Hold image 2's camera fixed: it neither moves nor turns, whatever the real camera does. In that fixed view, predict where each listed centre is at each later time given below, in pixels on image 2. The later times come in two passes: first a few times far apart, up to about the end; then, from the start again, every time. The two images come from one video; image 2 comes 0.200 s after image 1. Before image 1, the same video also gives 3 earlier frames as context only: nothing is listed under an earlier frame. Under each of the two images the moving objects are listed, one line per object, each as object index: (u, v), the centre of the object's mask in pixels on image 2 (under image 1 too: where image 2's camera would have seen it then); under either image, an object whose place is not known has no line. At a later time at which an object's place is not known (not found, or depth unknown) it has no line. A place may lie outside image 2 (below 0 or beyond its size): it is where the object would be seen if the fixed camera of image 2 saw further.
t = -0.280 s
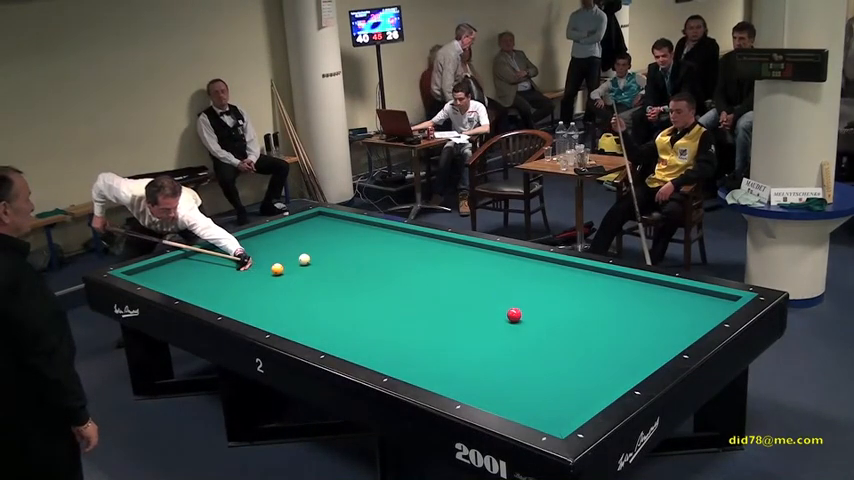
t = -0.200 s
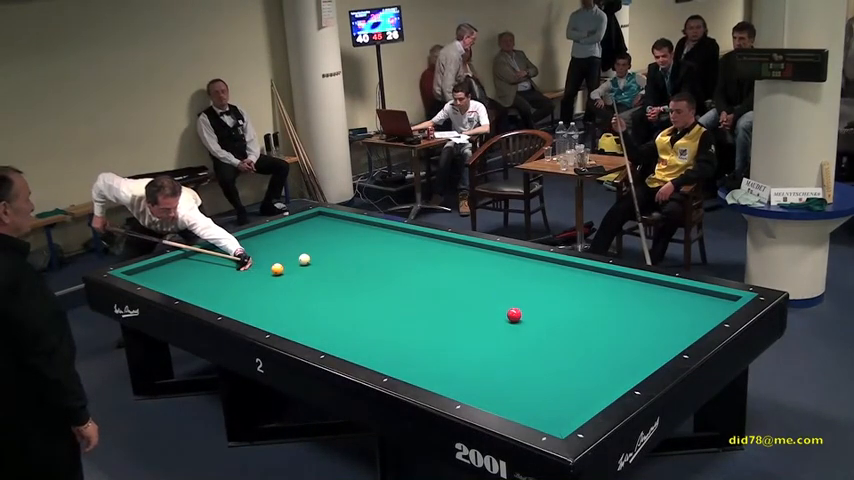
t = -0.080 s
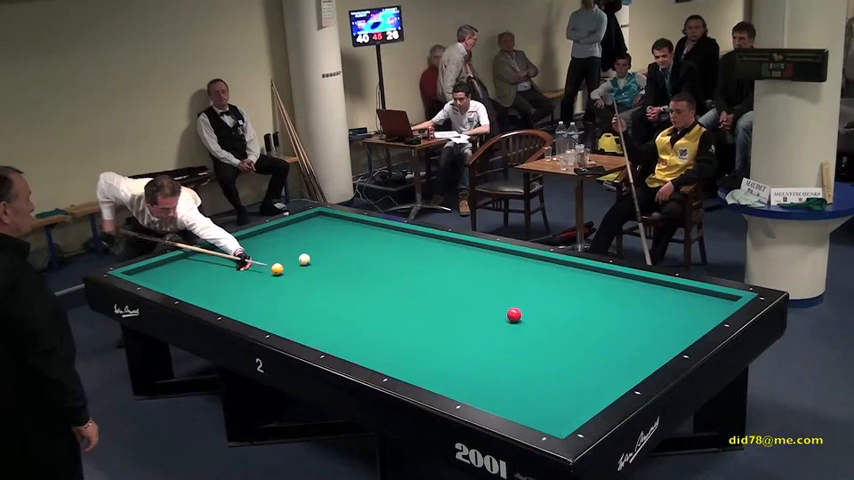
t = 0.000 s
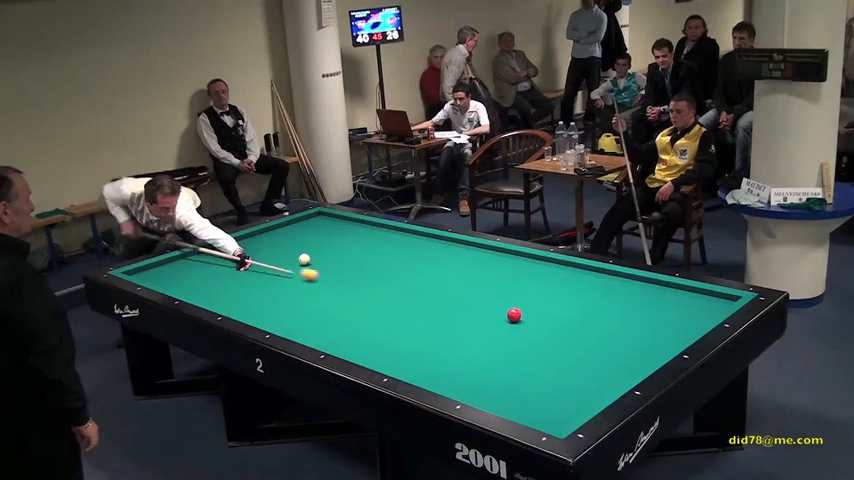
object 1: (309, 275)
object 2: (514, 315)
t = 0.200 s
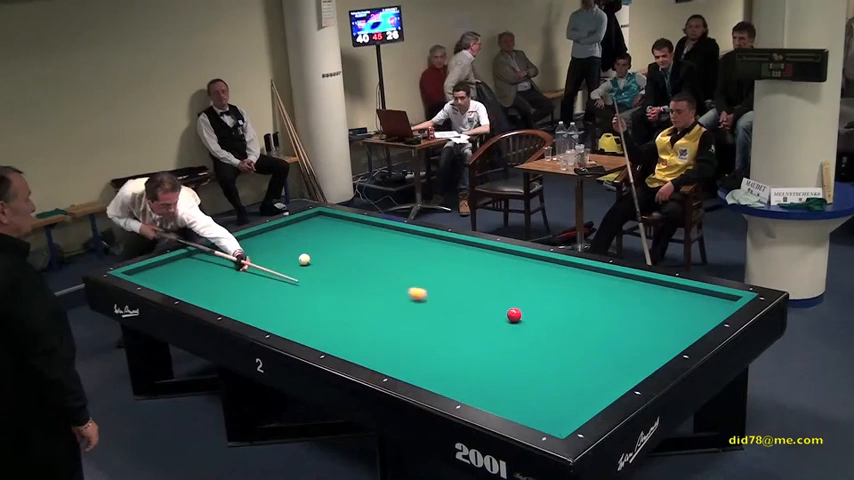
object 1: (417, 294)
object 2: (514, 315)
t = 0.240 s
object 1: (441, 298)
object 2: (514, 315)
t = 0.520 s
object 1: (565, 300)
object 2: (574, 350)
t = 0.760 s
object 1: (653, 292)
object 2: (580, 372)
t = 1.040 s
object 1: (717, 307)
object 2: (493, 357)
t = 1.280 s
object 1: (669, 315)
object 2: (430, 347)
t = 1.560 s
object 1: (611, 322)
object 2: (363, 337)
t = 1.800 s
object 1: (562, 328)
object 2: (311, 328)
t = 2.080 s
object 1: (504, 335)
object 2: (256, 317)
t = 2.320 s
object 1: (454, 341)
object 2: (234, 306)
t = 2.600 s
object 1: (396, 349)
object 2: (209, 293)
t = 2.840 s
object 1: (353, 350)
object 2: (190, 283)
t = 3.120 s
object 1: (349, 334)
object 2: (171, 272)
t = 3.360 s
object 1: (346, 321)
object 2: (157, 264)
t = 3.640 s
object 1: (343, 307)
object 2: (182, 265)
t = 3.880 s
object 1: (340, 296)
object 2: (203, 266)
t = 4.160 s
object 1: (338, 285)
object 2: (227, 267)
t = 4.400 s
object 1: (336, 276)
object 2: (247, 268)
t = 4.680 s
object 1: (333, 266)
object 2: (271, 269)
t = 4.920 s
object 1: (331, 259)
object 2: (291, 270)
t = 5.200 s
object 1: (330, 250)
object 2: (314, 271)
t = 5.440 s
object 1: (328, 244)
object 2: (334, 272)
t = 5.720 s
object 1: (327, 237)
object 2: (357, 273)
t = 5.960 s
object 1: (325, 232)
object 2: (377, 274)
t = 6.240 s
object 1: (324, 226)
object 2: (399, 276)
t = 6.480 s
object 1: (322, 221)
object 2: (418, 276)
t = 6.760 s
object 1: (321, 216)
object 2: (439, 277)
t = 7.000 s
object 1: (317, 213)
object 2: (457, 278)
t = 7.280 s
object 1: (317, 215)
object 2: (479, 279)
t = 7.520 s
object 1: (317, 217)
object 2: (495, 280)
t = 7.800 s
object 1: (317, 219)
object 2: (515, 281)
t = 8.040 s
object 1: (318, 221)
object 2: (532, 281)
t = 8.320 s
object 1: (318, 222)
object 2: (551, 282)
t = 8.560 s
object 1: (318, 223)
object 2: (567, 283)
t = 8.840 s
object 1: (318, 225)
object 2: (584, 284)
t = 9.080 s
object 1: (318, 226)
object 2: (599, 284)
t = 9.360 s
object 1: (318, 227)
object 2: (615, 285)
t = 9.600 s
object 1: (318, 228)
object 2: (630, 286)
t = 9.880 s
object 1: (318, 229)
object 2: (645, 286)
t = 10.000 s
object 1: (318, 230)
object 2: (651, 286)
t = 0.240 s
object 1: (441, 298)
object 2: (514, 315)
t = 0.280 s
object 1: (465, 303)
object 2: (514, 315)
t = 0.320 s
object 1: (490, 307)
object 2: (514, 315)
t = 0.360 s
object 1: (511, 308)
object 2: (519, 318)
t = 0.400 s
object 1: (524, 307)
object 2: (532, 325)
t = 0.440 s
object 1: (538, 304)
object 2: (546, 333)
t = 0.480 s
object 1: (551, 302)
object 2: (560, 341)
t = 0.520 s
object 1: (565, 300)
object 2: (574, 350)
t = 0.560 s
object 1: (578, 299)
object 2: (589, 359)
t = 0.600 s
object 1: (593, 297)
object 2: (604, 367)
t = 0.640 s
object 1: (607, 296)
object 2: (618, 376)
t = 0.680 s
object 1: (622, 295)
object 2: (613, 377)
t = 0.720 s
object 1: (637, 293)
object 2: (596, 375)
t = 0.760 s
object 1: (653, 292)
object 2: (580, 372)
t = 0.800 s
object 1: (669, 291)
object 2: (565, 369)
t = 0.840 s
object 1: (685, 290)
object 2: (552, 367)
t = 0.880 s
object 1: (697, 291)
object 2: (539, 364)
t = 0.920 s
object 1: (701, 296)
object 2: (527, 363)
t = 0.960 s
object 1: (706, 300)
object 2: (516, 361)
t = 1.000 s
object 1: (711, 304)
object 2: (504, 359)
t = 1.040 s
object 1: (717, 307)
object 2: (493, 357)
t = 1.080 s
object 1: (713, 309)
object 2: (482, 355)
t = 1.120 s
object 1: (703, 310)
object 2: (472, 354)
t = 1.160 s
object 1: (694, 312)
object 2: (461, 352)
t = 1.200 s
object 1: (685, 313)
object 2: (451, 350)
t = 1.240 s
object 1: (677, 313)
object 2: (440, 349)
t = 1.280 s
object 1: (669, 315)
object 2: (430, 347)
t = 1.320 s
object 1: (661, 316)
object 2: (421, 346)
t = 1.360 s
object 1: (653, 317)
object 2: (411, 344)
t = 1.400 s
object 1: (645, 318)
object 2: (401, 343)
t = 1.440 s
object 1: (636, 319)
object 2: (392, 341)
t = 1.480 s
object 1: (628, 320)
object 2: (382, 340)
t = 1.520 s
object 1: (620, 321)
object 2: (373, 338)
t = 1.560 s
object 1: (611, 322)
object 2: (363, 337)
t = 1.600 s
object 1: (603, 322)
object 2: (355, 335)
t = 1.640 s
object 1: (595, 324)
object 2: (346, 334)
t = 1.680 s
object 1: (587, 325)
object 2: (337, 333)
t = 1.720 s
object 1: (578, 326)
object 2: (328, 331)
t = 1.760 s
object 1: (570, 327)
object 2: (320, 330)
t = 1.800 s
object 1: (562, 328)
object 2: (311, 328)
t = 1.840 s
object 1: (553, 329)
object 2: (303, 327)
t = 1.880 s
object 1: (545, 330)
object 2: (295, 325)
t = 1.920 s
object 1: (537, 331)
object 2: (287, 324)
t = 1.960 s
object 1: (529, 332)
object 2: (279, 322)
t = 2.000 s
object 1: (521, 333)
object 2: (271, 321)
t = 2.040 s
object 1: (512, 334)
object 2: (263, 319)
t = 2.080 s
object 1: (504, 335)
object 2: (256, 317)
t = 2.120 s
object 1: (495, 336)
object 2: (253, 315)
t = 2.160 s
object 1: (487, 337)
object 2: (249, 313)
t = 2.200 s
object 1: (479, 338)
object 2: (245, 311)
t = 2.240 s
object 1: (471, 339)
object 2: (241, 310)
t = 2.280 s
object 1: (462, 340)
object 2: (237, 308)
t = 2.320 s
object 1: (454, 341)
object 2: (234, 306)
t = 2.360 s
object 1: (446, 342)
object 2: (230, 304)
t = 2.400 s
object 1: (437, 344)
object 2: (226, 302)
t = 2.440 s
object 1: (429, 344)
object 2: (223, 301)
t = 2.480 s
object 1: (421, 345)
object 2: (220, 299)
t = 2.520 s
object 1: (412, 347)
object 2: (216, 297)
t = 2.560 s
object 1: (405, 348)
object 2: (213, 295)
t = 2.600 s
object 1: (396, 349)
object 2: (209, 293)
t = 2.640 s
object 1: (388, 349)
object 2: (206, 291)
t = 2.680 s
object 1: (379, 351)
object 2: (203, 290)
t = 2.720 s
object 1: (371, 352)
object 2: (200, 288)
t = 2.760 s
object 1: (363, 352)
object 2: (197, 286)
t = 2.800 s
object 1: (355, 351)
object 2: (193, 285)
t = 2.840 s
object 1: (353, 350)
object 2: (190, 283)
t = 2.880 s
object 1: (353, 348)
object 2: (187, 281)
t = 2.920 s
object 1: (352, 346)
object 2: (185, 279)
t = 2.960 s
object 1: (352, 343)
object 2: (182, 278)
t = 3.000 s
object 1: (351, 341)
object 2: (179, 276)
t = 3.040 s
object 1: (351, 339)
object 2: (176, 275)
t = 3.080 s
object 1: (350, 336)
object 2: (174, 274)
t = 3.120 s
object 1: (349, 334)
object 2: (171, 272)
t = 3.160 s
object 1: (349, 332)
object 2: (168, 270)
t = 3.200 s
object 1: (348, 329)
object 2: (165, 269)
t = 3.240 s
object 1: (348, 327)
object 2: (163, 267)
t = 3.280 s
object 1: (347, 325)
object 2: (161, 266)
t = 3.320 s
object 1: (347, 323)
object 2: (158, 265)
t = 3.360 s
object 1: (346, 321)
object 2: (157, 264)
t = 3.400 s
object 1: (346, 319)
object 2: (161, 264)
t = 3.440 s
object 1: (345, 317)
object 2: (164, 264)
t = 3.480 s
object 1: (344, 315)
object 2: (168, 264)
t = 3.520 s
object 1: (344, 313)
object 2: (172, 264)
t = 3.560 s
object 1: (344, 311)
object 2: (175, 264)
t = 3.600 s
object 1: (343, 309)
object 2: (178, 265)
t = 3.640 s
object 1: (343, 307)
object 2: (182, 265)
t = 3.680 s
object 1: (342, 305)
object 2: (185, 265)
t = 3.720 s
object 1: (342, 304)
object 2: (189, 266)
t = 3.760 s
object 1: (342, 302)
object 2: (193, 266)
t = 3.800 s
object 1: (341, 300)
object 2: (196, 266)
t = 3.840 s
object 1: (341, 298)
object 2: (200, 266)
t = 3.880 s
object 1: (340, 296)
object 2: (203, 266)
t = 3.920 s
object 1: (340, 295)
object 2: (206, 266)
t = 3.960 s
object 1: (340, 293)
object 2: (209, 266)
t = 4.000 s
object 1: (339, 291)
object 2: (214, 267)
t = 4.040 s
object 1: (339, 290)
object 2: (216, 267)
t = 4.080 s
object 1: (338, 288)
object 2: (220, 267)
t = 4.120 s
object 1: (338, 287)
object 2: (224, 267)
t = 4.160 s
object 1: (338, 285)
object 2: (227, 267)
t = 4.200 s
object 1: (337, 283)
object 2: (231, 267)
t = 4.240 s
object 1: (337, 282)
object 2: (234, 267)
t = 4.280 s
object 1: (336, 280)
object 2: (237, 268)
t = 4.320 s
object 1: (336, 279)
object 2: (241, 268)
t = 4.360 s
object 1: (336, 277)
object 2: (244, 268)
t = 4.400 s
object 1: (336, 276)
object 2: (247, 268)
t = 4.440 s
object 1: (335, 274)
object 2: (250, 268)
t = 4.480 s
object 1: (335, 273)
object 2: (254, 269)
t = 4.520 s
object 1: (335, 272)
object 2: (258, 269)
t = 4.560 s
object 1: (334, 270)
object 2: (261, 269)
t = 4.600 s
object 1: (334, 269)
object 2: (264, 269)
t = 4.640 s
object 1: (334, 267)
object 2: (268, 269)
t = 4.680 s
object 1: (333, 266)
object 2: (271, 269)
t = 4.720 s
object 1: (333, 265)
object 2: (274, 269)
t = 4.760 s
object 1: (333, 264)
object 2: (277, 270)
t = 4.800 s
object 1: (332, 262)
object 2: (281, 270)
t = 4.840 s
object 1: (332, 261)
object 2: (284, 270)
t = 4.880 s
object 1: (332, 260)
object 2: (288, 270)
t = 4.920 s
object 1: (331, 259)
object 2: (291, 270)
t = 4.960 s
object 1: (331, 257)
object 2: (294, 270)
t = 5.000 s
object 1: (331, 256)
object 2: (297, 271)
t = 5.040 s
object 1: (331, 255)
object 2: (301, 271)
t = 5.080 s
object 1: (331, 254)
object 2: (304, 271)
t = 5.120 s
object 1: (330, 253)
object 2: (308, 271)
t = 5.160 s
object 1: (330, 252)
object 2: (311, 271)
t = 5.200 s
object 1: (330, 250)
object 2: (314, 271)
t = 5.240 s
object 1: (329, 249)
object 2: (318, 271)
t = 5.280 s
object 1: (329, 248)
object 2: (321, 272)
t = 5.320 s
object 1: (329, 247)
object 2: (324, 272)
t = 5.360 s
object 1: (329, 246)
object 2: (327, 272)
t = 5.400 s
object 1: (328, 245)
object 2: (331, 272)
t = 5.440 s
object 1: (328, 244)
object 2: (334, 272)
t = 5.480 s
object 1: (328, 243)
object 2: (338, 273)
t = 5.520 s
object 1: (328, 242)
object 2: (341, 273)
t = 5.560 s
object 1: (327, 241)
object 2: (344, 273)
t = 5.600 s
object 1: (327, 240)
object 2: (348, 273)
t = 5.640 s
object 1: (327, 239)
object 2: (351, 273)
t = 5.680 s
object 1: (327, 238)
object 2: (354, 273)
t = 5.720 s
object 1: (327, 237)
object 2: (357, 273)
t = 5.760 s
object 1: (326, 236)
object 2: (360, 274)
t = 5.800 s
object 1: (326, 235)
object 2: (364, 274)
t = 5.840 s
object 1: (326, 234)
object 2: (367, 274)
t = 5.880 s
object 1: (326, 234)
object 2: (370, 274)
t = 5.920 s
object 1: (325, 233)
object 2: (373, 274)
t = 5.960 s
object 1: (325, 232)
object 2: (377, 274)
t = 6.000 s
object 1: (325, 231)
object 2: (380, 274)
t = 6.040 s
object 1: (325, 230)
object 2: (383, 275)
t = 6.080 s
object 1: (325, 229)
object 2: (386, 275)
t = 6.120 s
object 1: (324, 228)
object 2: (389, 275)
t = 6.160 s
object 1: (324, 227)
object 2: (393, 275)
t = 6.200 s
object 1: (324, 227)
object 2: (396, 275)
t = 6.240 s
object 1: (324, 226)
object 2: (399, 276)
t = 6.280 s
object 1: (324, 225)
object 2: (402, 275)
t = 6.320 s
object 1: (324, 224)
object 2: (405, 276)
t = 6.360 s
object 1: (323, 223)
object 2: (408, 276)
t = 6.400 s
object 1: (323, 222)
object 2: (411, 276)
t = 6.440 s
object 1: (323, 222)
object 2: (415, 276)
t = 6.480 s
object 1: (322, 221)
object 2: (418, 276)
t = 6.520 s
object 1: (322, 220)
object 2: (421, 276)
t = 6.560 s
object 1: (322, 219)
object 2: (424, 276)
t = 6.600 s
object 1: (322, 219)
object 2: (427, 277)
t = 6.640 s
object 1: (322, 218)
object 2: (430, 277)
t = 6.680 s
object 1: (322, 217)
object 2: (433, 277)
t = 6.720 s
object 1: (322, 216)
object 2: (436, 277)
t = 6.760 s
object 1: (321, 216)
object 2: (439, 277)
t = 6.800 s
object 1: (321, 215)
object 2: (442, 277)
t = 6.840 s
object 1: (321, 214)
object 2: (445, 277)
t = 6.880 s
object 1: (321, 214)
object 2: (448, 277)
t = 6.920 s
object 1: (320, 213)
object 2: (451, 278)
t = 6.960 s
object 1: (318, 213)
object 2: (454, 278)
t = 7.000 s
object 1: (317, 213)
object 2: (457, 278)
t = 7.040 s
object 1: (317, 213)
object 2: (460, 278)
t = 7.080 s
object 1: (317, 214)
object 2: (463, 278)
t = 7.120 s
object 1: (317, 214)
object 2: (466, 278)
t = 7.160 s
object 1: (317, 214)
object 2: (469, 279)
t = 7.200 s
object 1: (317, 215)
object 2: (472, 279)
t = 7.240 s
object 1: (316, 215)
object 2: (475, 279)
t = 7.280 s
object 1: (317, 215)
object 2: (479, 279)
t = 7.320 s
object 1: (317, 215)
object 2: (481, 279)
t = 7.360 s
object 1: (317, 216)
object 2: (484, 279)
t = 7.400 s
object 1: (317, 216)
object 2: (487, 279)
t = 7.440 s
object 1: (317, 216)
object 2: (490, 280)
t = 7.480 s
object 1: (317, 217)
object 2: (493, 280)
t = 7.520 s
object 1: (317, 217)
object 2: (495, 280)
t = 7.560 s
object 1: (317, 217)
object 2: (498, 280)
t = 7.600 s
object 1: (317, 217)
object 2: (501, 280)
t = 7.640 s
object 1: (317, 218)
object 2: (504, 280)
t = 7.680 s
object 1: (317, 218)
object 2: (507, 280)
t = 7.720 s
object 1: (317, 218)
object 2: (510, 280)
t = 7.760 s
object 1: (317, 218)
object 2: (512, 280)
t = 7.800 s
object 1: (317, 219)
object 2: (515, 281)
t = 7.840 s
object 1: (317, 219)
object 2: (518, 281)
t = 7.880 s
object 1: (317, 220)
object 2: (521, 281)
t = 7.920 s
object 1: (317, 220)
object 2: (524, 281)
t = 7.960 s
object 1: (317, 220)
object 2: (526, 281)
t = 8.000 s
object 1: (317, 220)
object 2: (529, 281)
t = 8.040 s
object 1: (318, 221)
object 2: (532, 281)
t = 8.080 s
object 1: (317, 221)
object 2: (535, 281)
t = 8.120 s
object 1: (317, 221)
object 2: (537, 281)
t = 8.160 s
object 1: (317, 221)
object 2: (541, 281)
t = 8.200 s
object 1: (318, 221)
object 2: (543, 282)
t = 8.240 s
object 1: (317, 222)
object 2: (546, 282)
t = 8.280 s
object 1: (318, 222)
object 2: (548, 282)
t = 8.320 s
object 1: (318, 222)
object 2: (551, 282)
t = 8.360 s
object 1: (318, 222)
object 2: (554, 282)
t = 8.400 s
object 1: (318, 222)
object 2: (556, 282)
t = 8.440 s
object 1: (318, 223)
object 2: (559, 283)
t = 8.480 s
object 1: (318, 223)
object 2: (562, 283)
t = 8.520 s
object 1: (318, 223)
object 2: (564, 283)
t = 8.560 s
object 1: (318, 223)
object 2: (567, 283)
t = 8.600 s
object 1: (318, 224)
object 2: (569, 283)
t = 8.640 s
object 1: (318, 224)
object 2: (572, 283)
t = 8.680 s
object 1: (318, 224)
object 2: (574, 283)
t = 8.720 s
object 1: (318, 224)
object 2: (576, 283)
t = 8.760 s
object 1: (318, 225)
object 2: (579, 283)
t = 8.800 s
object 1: (318, 225)
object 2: (582, 283)
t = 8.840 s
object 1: (318, 225)
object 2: (584, 284)
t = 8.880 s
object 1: (318, 225)
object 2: (587, 284)
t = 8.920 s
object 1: (318, 225)
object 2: (589, 284)
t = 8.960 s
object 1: (318, 226)
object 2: (592, 284)
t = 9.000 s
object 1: (318, 226)
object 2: (594, 284)
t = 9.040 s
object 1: (318, 226)
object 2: (597, 284)
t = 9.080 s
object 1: (318, 226)
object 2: (599, 284)
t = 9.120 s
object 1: (318, 226)
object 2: (601, 284)
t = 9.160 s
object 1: (318, 226)
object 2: (604, 285)
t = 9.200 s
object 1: (318, 227)
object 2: (606, 285)
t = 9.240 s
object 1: (318, 227)
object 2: (609, 285)
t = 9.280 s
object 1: (318, 227)
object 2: (611, 285)
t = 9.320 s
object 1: (318, 227)
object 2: (613, 285)
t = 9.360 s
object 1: (318, 227)
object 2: (615, 285)
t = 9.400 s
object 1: (318, 227)
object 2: (618, 285)
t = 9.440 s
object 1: (318, 228)
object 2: (620, 285)
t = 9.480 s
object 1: (318, 228)
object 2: (622, 286)
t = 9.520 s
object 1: (318, 228)
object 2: (625, 285)
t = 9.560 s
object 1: (318, 228)
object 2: (627, 285)
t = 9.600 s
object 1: (318, 228)
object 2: (630, 286)
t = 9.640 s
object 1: (318, 228)
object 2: (631, 286)
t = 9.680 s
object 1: (318, 229)
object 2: (633, 286)
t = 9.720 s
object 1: (318, 229)
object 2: (636, 286)
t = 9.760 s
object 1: (318, 229)
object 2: (638, 286)
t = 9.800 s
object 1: (318, 229)
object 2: (640, 286)
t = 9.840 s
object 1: (318, 229)
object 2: (643, 286)
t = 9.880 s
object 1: (318, 229)
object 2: (645, 286)
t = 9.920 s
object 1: (318, 229)
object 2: (647, 287)
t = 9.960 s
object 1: (318, 230)
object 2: (648, 287)
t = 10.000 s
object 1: (318, 230)
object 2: (651, 286)
